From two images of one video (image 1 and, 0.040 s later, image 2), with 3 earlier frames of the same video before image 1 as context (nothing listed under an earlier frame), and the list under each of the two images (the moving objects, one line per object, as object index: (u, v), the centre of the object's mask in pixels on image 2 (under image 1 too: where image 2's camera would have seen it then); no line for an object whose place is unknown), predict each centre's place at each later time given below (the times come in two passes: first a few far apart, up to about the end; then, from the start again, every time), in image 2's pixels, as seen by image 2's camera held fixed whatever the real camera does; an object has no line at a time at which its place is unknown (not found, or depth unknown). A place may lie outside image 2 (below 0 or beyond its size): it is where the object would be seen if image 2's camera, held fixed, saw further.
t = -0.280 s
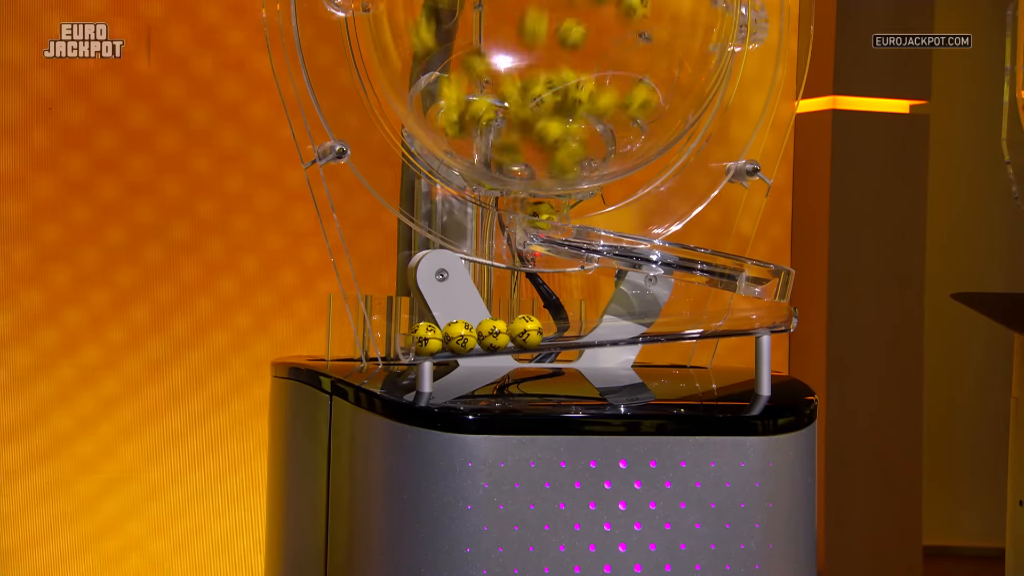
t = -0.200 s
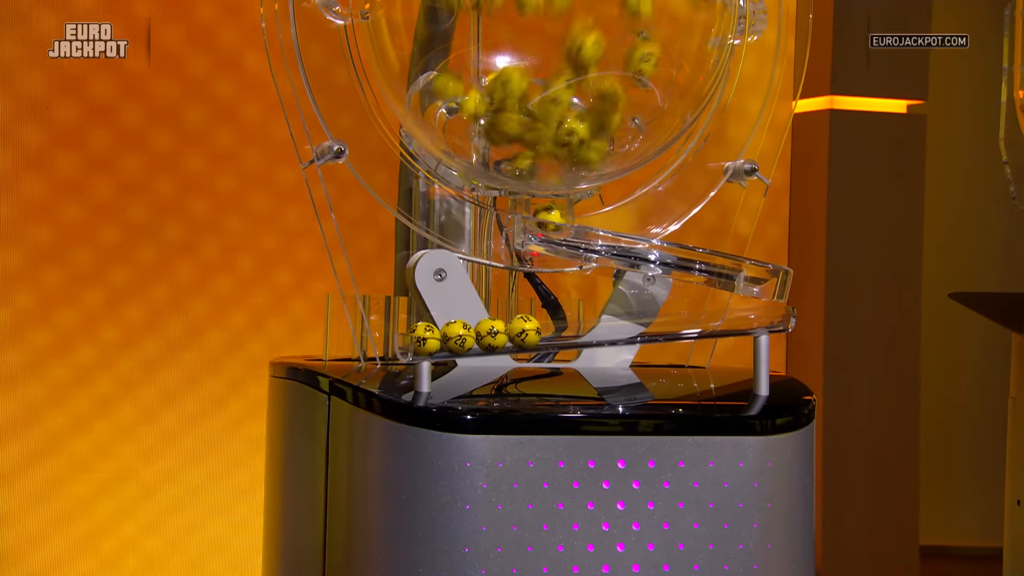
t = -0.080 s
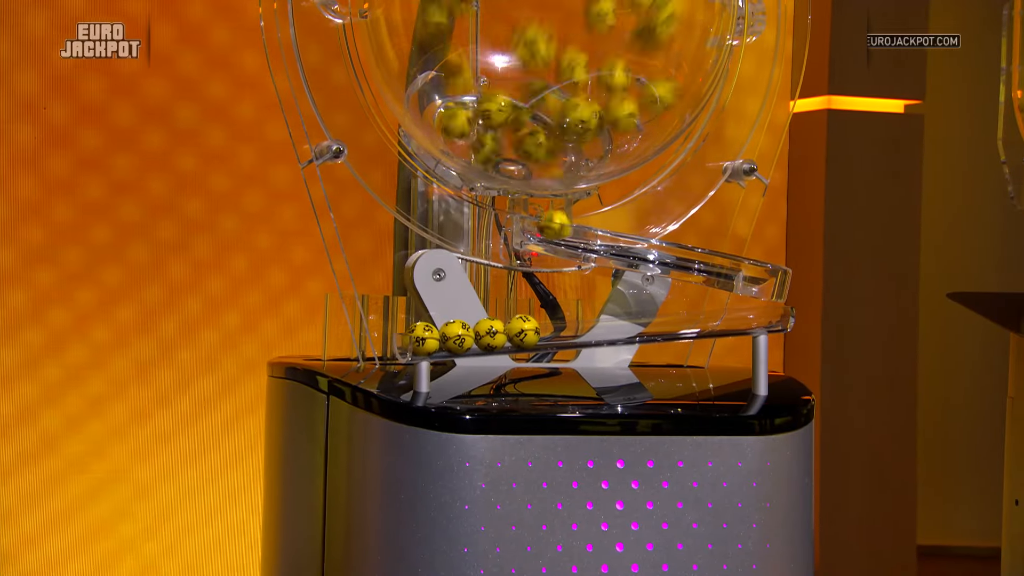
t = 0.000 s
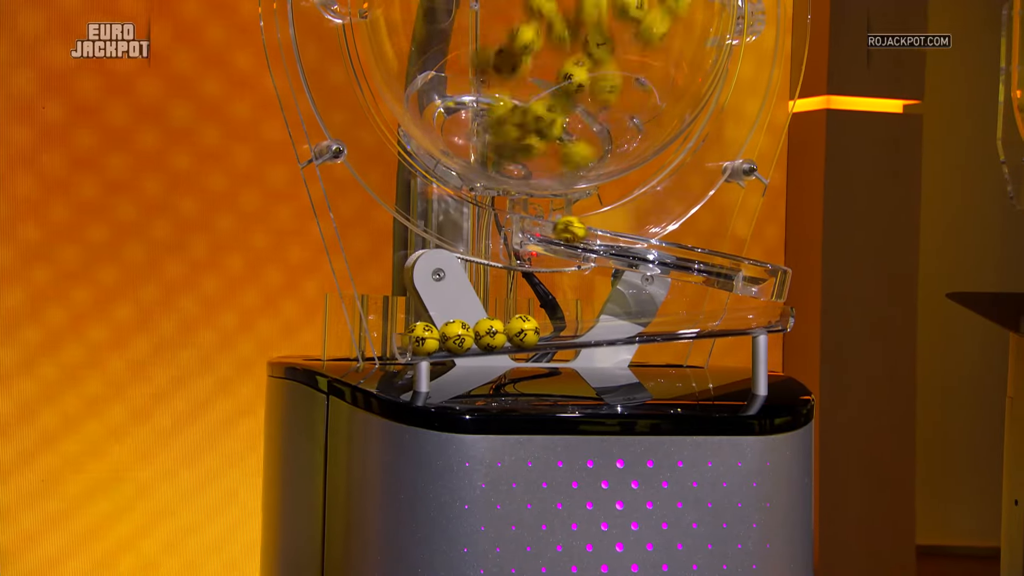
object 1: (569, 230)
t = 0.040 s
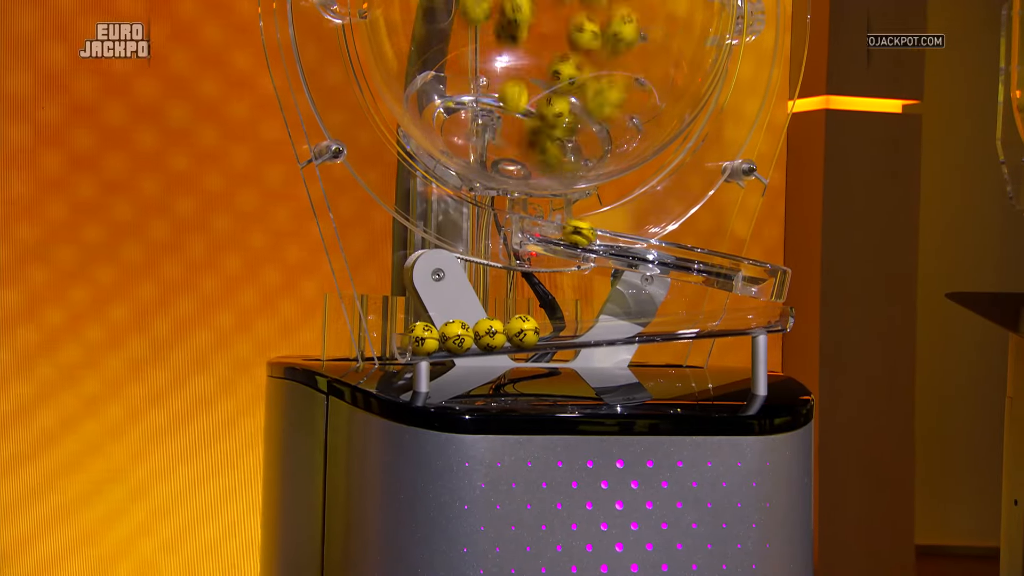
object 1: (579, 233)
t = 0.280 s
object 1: (646, 245)
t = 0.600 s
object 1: (761, 280)
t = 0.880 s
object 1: (750, 312)
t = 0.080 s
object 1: (589, 235)
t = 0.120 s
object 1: (599, 237)
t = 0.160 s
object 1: (610, 239)
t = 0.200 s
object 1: (622, 241)
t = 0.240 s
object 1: (634, 243)
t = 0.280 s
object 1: (646, 245)
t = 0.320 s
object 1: (662, 248)
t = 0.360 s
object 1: (677, 251)
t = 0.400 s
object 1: (692, 254)
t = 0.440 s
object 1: (707, 257)
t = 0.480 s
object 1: (725, 262)
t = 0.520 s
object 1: (743, 265)
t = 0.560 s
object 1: (757, 271)
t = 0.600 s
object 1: (761, 280)
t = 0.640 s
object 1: (763, 284)
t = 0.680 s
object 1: (758, 298)
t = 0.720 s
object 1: (750, 311)
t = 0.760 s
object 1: (753, 310)
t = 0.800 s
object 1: (755, 312)
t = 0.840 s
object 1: (753, 312)
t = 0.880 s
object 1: (750, 312)
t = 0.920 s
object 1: (747, 313)
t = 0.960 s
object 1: (742, 314)
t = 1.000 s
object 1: (738, 316)
